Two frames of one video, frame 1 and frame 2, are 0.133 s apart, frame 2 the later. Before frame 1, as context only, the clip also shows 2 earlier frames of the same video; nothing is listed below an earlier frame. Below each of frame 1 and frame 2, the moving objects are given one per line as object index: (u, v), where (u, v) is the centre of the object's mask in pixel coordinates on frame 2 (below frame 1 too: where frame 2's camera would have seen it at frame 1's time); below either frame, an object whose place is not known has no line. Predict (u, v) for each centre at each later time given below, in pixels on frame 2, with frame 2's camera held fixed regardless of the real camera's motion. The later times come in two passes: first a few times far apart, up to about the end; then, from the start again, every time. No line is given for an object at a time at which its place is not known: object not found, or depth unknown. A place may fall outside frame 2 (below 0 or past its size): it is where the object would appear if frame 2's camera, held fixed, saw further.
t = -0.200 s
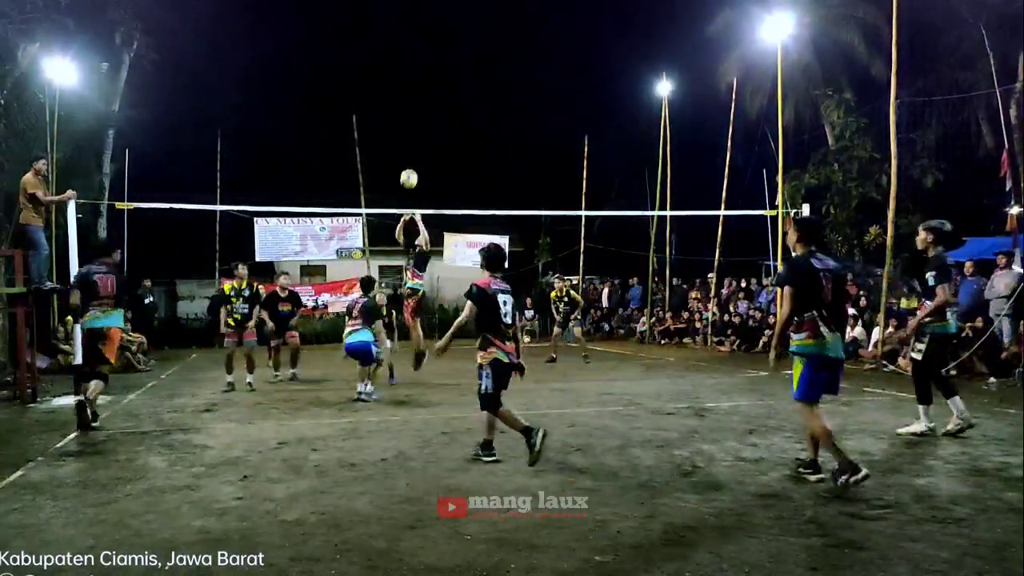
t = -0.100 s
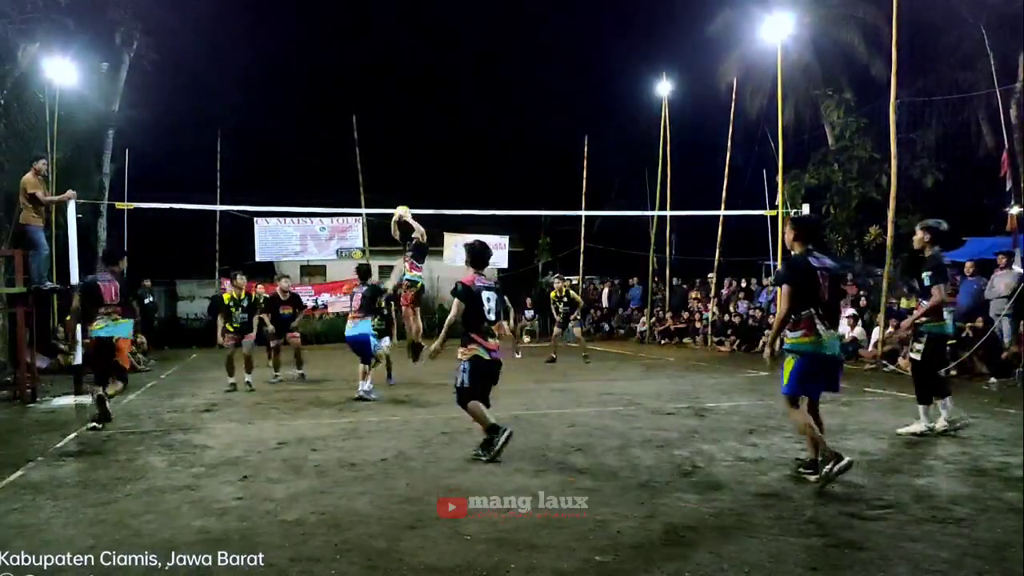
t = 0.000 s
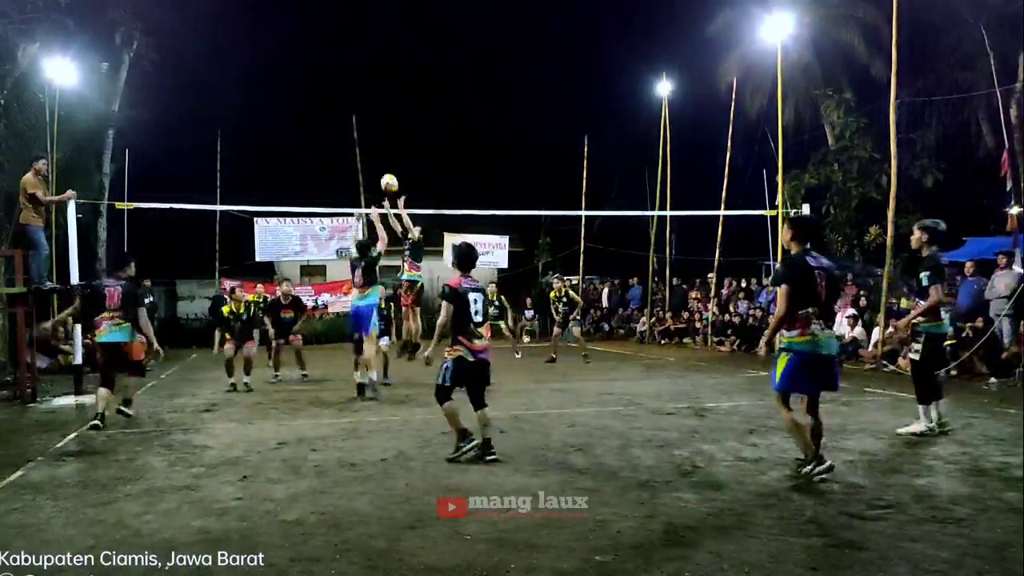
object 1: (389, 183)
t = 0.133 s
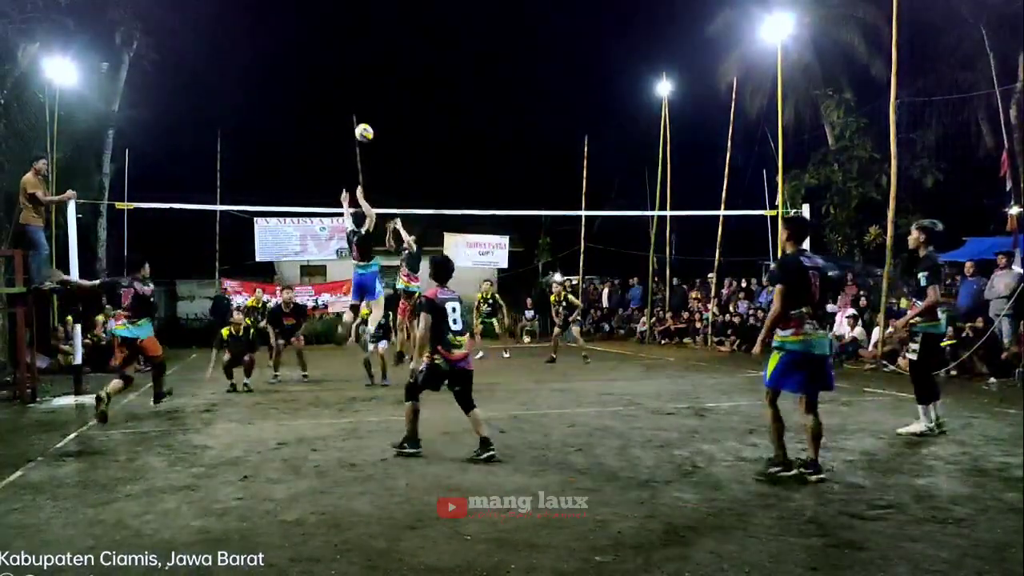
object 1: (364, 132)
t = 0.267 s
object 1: (338, 95)
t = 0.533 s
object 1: (286, 61)
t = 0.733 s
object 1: (247, 73)
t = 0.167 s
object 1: (357, 122)
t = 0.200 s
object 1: (351, 112)
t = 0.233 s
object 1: (345, 104)
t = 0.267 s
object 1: (338, 95)
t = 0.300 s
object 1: (332, 88)
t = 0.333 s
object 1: (325, 82)
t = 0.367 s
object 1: (318, 76)
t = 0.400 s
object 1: (312, 71)
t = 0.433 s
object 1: (305, 68)
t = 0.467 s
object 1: (299, 65)
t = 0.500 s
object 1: (293, 63)
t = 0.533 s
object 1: (286, 61)
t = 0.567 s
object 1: (280, 61)
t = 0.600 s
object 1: (273, 61)
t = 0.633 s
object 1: (267, 63)
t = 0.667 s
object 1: (260, 65)
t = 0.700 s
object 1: (253, 69)
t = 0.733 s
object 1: (247, 73)
